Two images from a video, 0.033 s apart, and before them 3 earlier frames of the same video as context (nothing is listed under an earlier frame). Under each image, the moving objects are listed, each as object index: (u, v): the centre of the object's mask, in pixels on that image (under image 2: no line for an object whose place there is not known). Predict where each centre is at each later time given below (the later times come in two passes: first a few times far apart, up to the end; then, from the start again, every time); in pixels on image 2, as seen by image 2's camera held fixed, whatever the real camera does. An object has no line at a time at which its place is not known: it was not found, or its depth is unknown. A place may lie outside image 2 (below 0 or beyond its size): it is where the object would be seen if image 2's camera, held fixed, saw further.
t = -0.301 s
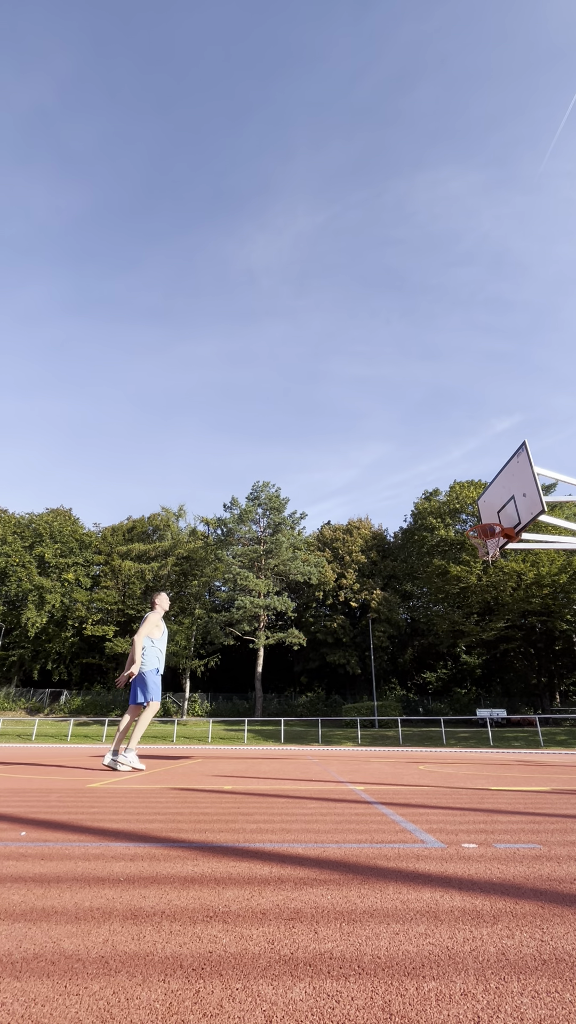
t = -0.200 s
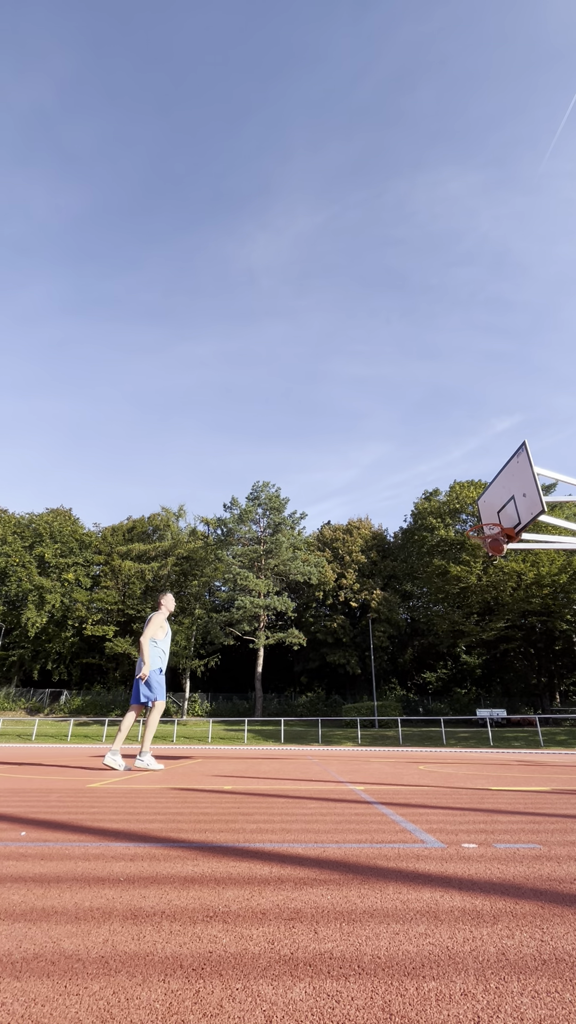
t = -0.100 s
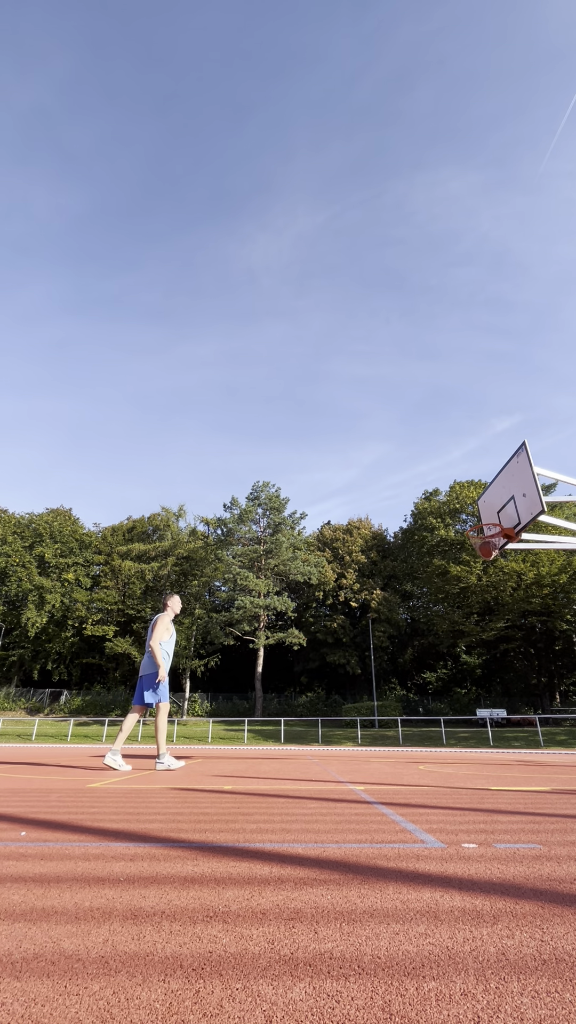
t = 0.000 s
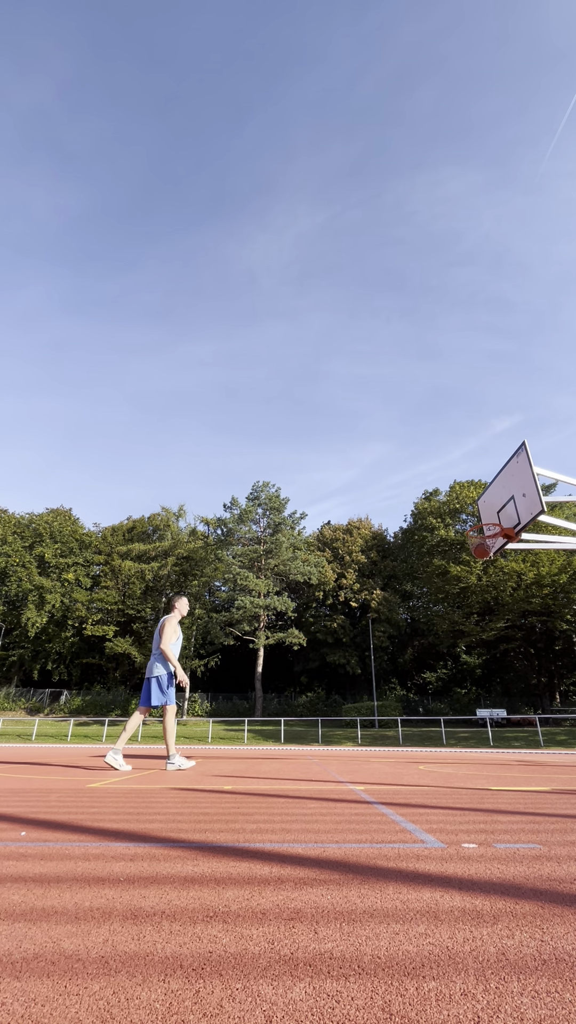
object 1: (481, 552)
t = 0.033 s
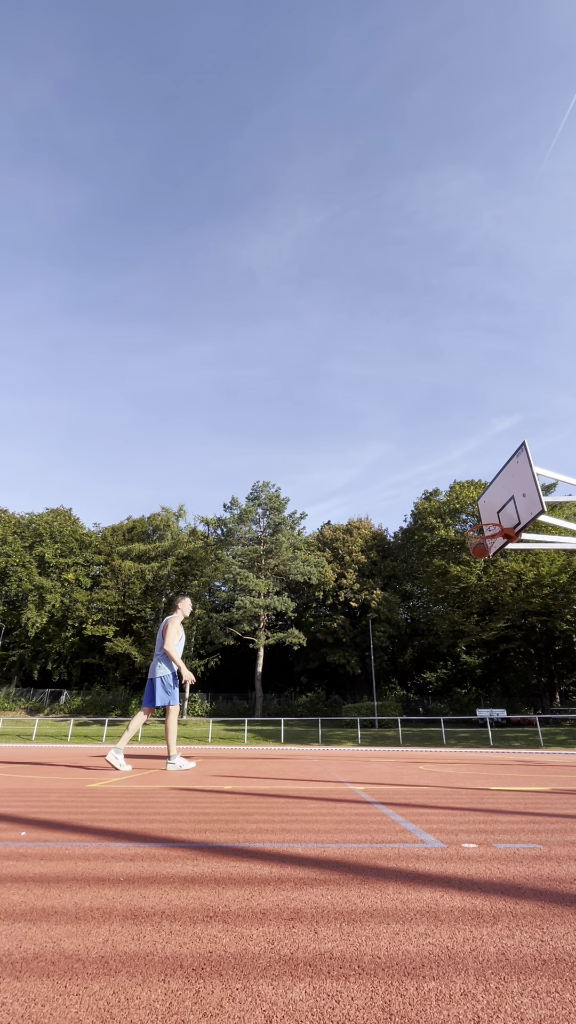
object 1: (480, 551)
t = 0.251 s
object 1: (482, 552)
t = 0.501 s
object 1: (502, 577)
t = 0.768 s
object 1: (536, 662)
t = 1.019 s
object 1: (564, 725)
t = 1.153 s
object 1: (560, 677)
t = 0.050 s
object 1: (479, 550)
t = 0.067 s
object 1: (478, 550)
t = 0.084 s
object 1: (478, 550)
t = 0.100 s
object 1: (478, 550)
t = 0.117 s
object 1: (479, 550)
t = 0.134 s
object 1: (479, 550)
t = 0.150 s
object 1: (478, 550)
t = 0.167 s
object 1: (479, 550)
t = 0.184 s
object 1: (479, 550)
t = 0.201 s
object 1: (480, 551)
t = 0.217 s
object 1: (480, 551)
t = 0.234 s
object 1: (481, 552)
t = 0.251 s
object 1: (482, 552)
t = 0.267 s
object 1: (483, 552)
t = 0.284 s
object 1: (484, 553)
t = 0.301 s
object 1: (485, 553)
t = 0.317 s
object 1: (486, 554)
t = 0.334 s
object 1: (487, 555)
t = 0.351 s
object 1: (488, 556)
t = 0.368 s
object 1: (490, 558)
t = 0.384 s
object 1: (492, 560)
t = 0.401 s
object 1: (493, 561)
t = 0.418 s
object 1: (494, 563)
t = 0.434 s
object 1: (496, 566)
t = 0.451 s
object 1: (497, 568)
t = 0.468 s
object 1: (499, 571)
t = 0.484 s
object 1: (500, 574)
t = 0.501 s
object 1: (502, 577)
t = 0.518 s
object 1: (504, 581)
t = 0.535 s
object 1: (505, 584)
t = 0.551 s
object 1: (507, 588)
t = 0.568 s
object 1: (509, 592)
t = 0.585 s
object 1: (511, 597)
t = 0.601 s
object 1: (513, 601)
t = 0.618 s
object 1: (515, 606)
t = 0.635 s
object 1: (517, 611)
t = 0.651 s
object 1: (519, 617)
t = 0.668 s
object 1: (521, 622)
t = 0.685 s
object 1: (523, 628)
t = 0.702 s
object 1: (526, 634)
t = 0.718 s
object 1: (528, 641)
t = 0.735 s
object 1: (531, 647)
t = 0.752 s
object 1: (533, 655)
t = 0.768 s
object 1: (536, 662)
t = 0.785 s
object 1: (538, 670)
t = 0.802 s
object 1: (541, 678)
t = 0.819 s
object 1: (544, 686)
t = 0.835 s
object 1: (547, 695)
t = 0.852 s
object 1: (550, 704)
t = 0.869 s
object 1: (553, 713)
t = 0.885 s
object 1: (556, 723)
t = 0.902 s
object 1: (560, 734)
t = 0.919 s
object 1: (563, 744)
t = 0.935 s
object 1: (566, 755)
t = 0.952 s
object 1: (566, 756)
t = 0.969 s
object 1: (566, 748)
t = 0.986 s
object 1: (565, 740)
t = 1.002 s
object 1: (565, 733)
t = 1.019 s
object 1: (564, 725)
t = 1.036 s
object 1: (563, 718)
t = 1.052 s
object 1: (563, 711)
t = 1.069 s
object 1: (562, 704)
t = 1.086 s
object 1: (561, 698)
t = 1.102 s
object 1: (561, 693)
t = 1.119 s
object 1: (560, 687)
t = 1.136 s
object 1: (560, 682)
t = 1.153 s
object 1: (560, 677)
